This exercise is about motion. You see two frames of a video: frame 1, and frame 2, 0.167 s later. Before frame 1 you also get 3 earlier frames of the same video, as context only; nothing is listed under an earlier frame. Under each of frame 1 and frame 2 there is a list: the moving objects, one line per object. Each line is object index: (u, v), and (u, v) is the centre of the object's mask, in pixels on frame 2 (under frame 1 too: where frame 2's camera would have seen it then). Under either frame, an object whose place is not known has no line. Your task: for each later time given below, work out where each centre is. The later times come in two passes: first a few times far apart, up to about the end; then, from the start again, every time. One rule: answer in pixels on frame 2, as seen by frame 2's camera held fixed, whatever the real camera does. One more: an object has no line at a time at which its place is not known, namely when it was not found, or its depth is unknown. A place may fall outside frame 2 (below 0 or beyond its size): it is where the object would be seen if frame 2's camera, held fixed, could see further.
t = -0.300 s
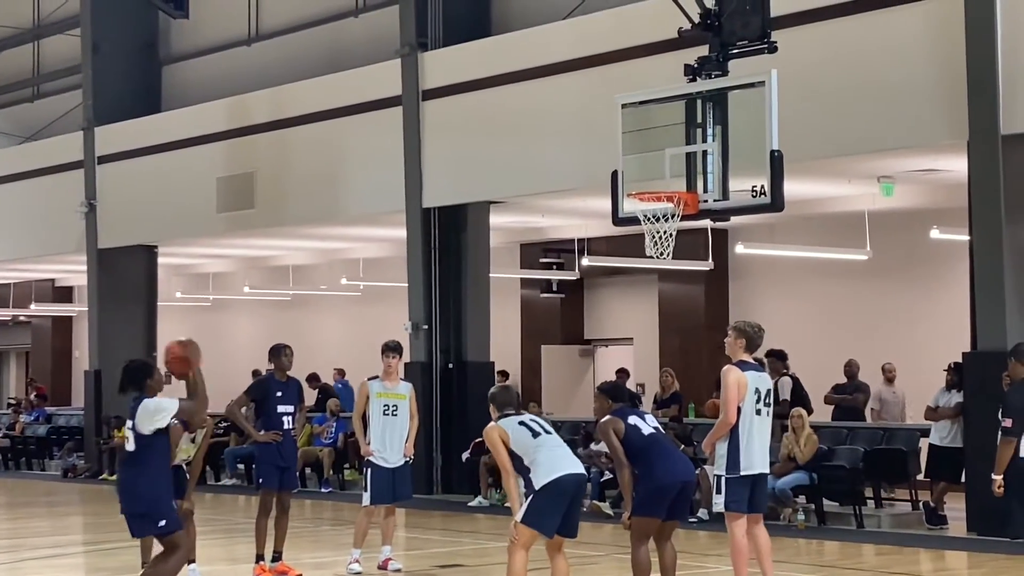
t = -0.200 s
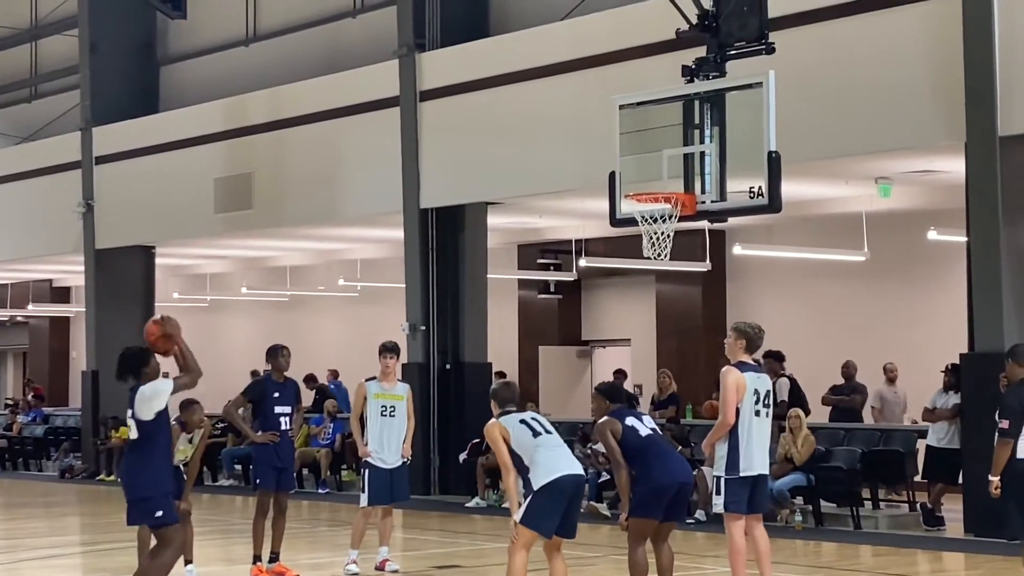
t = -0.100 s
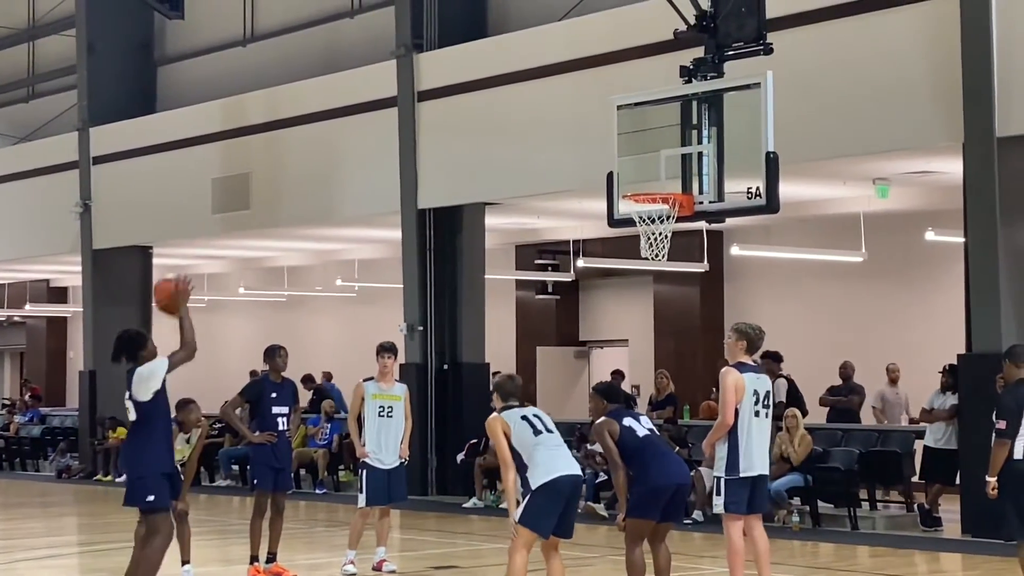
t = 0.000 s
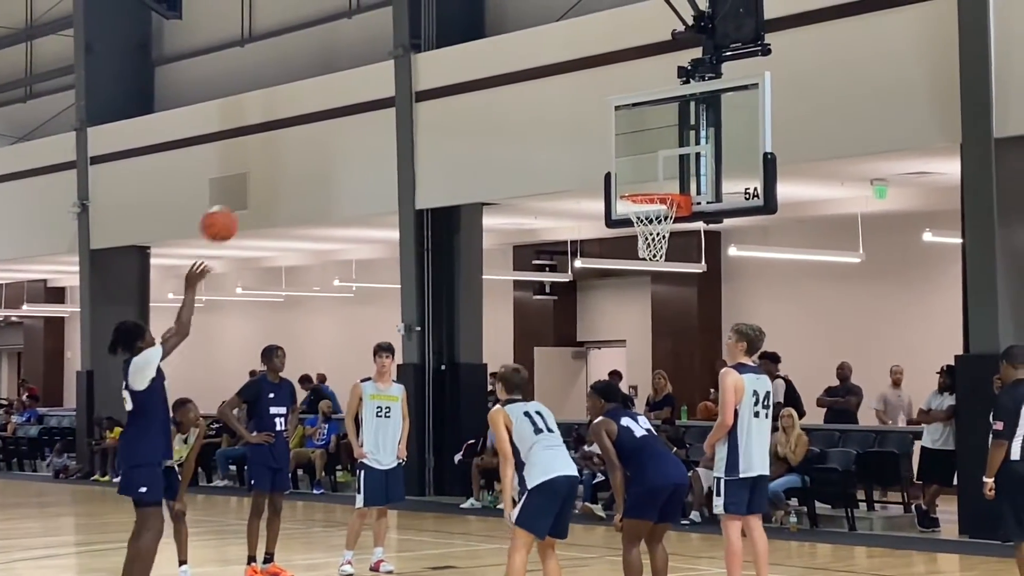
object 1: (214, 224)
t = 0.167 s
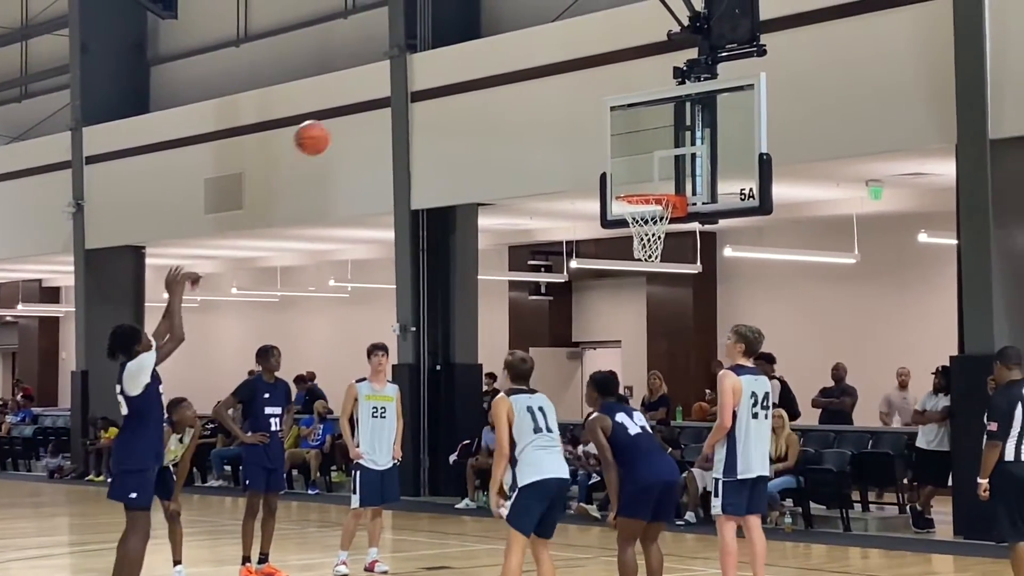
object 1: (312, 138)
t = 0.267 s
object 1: (366, 108)
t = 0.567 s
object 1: (514, 100)
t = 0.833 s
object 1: (628, 183)
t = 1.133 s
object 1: (650, 203)
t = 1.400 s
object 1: (657, 266)
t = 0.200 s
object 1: (330, 126)
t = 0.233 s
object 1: (348, 116)
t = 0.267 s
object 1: (366, 108)
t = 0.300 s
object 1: (384, 102)
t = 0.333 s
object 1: (401, 96)
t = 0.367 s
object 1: (418, 92)
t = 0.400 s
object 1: (434, 90)
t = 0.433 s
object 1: (451, 89)
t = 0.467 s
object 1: (467, 90)
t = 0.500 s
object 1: (483, 92)
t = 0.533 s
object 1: (498, 95)
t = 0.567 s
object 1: (514, 100)
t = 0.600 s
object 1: (529, 107)
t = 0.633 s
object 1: (544, 114)
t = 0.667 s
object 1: (558, 123)
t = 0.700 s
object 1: (573, 133)
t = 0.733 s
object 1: (587, 144)
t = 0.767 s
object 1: (601, 156)
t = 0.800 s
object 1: (615, 170)
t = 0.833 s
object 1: (628, 183)
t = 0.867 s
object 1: (637, 184)
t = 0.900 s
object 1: (645, 186)
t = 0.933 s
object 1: (656, 193)
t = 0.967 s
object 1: (653, 189)
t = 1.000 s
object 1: (645, 193)
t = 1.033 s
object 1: (638, 195)
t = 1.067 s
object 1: (638, 197)
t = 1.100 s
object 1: (643, 199)
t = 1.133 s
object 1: (650, 203)
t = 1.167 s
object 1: (655, 208)
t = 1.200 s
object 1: (656, 209)
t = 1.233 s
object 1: (665, 216)
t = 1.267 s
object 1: (661, 226)
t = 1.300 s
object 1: (662, 235)
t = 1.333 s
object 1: (664, 243)
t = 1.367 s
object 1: (660, 259)
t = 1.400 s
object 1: (657, 266)
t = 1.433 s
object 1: (657, 274)
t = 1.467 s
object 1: (656, 288)
